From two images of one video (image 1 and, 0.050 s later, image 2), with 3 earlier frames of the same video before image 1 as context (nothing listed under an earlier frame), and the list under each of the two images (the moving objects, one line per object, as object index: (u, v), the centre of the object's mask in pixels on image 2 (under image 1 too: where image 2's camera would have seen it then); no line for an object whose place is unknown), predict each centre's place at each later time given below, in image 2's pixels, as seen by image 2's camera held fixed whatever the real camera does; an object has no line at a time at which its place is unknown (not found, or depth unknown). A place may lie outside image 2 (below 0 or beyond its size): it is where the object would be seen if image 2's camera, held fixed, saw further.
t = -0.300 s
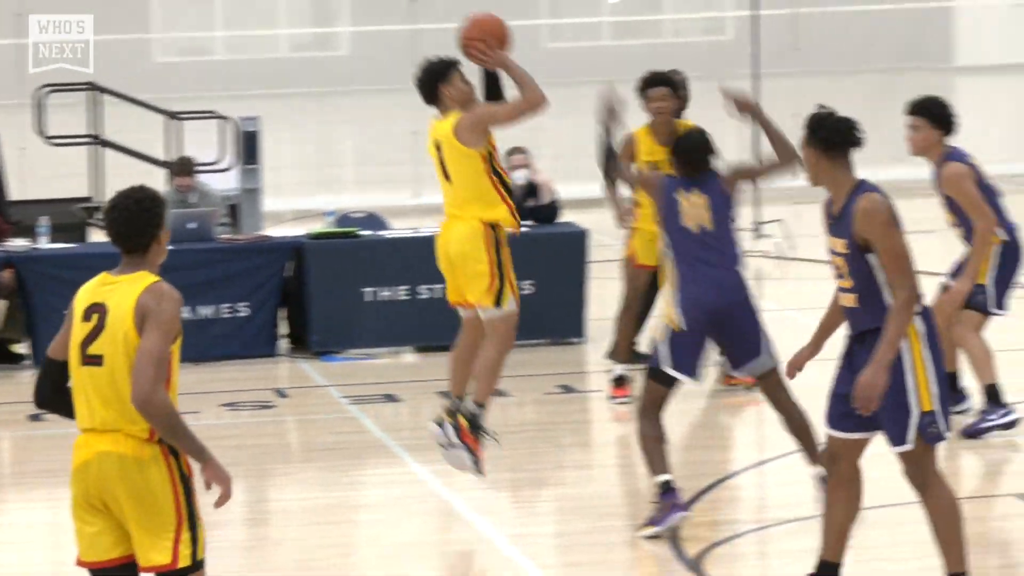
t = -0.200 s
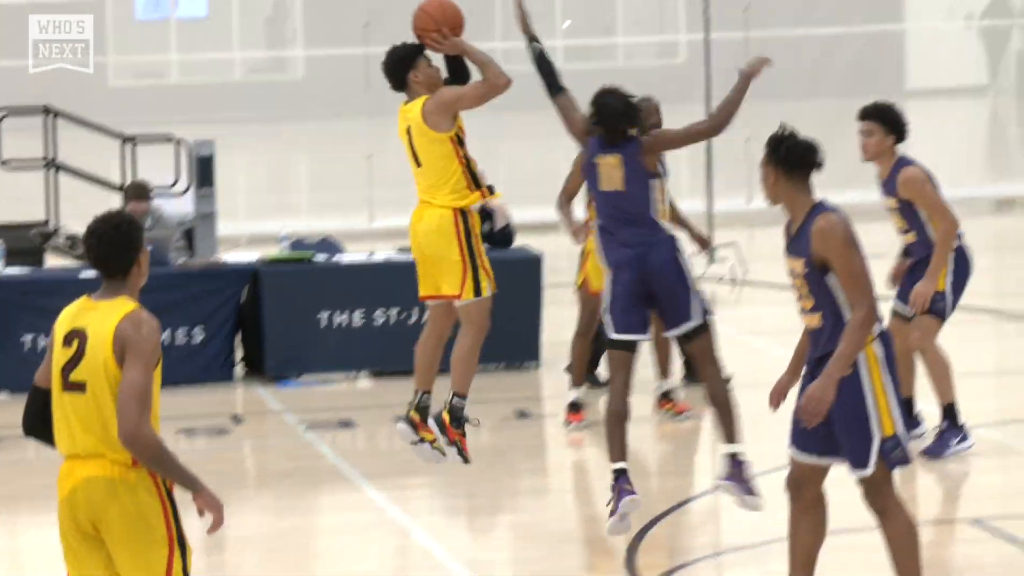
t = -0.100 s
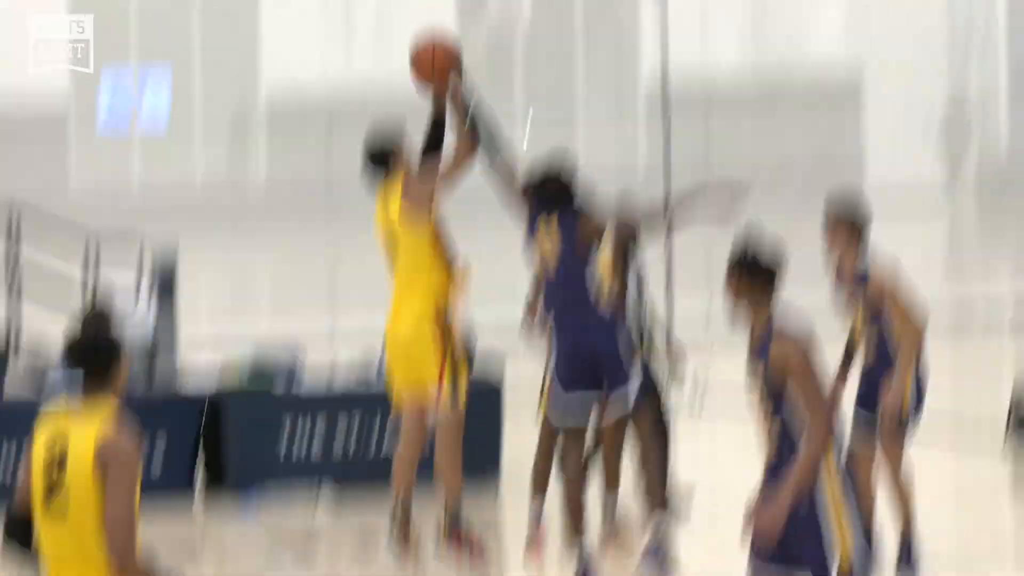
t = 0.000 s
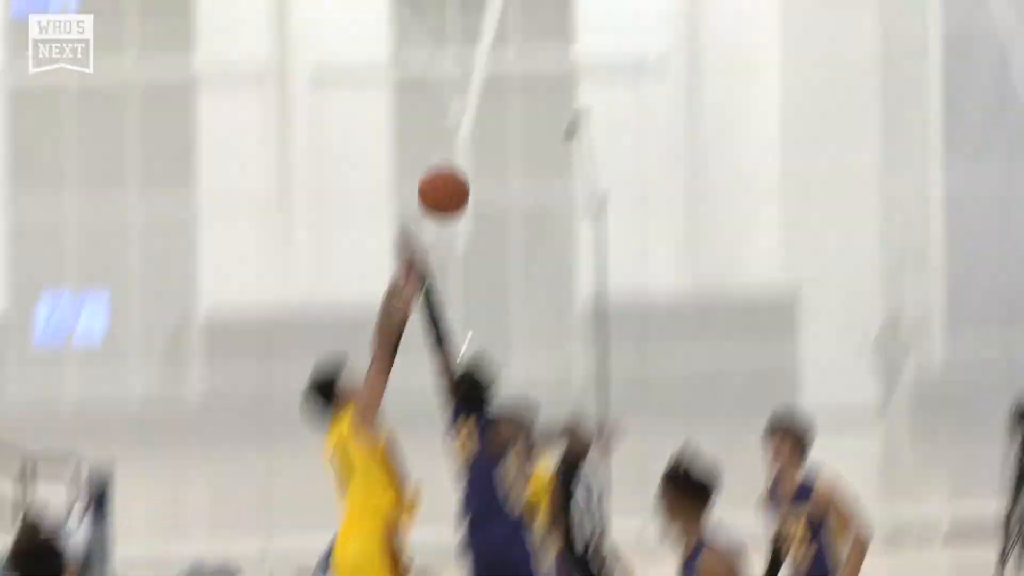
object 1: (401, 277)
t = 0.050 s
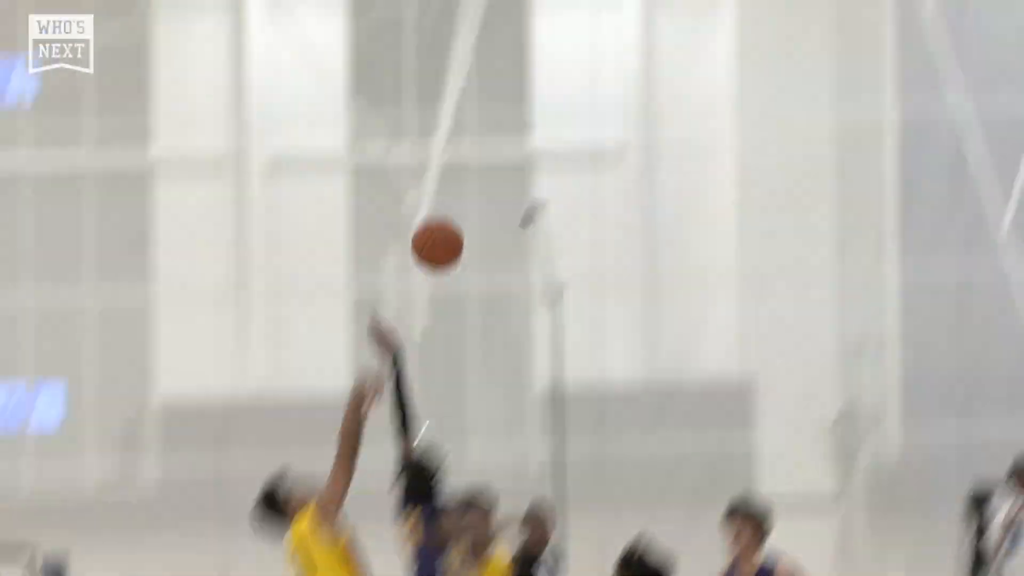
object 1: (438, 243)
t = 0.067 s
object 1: (450, 233)
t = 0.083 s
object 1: (462, 224)
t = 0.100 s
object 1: (474, 215)
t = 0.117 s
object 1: (486, 206)
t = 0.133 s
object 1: (497, 198)
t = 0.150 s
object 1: (509, 191)
